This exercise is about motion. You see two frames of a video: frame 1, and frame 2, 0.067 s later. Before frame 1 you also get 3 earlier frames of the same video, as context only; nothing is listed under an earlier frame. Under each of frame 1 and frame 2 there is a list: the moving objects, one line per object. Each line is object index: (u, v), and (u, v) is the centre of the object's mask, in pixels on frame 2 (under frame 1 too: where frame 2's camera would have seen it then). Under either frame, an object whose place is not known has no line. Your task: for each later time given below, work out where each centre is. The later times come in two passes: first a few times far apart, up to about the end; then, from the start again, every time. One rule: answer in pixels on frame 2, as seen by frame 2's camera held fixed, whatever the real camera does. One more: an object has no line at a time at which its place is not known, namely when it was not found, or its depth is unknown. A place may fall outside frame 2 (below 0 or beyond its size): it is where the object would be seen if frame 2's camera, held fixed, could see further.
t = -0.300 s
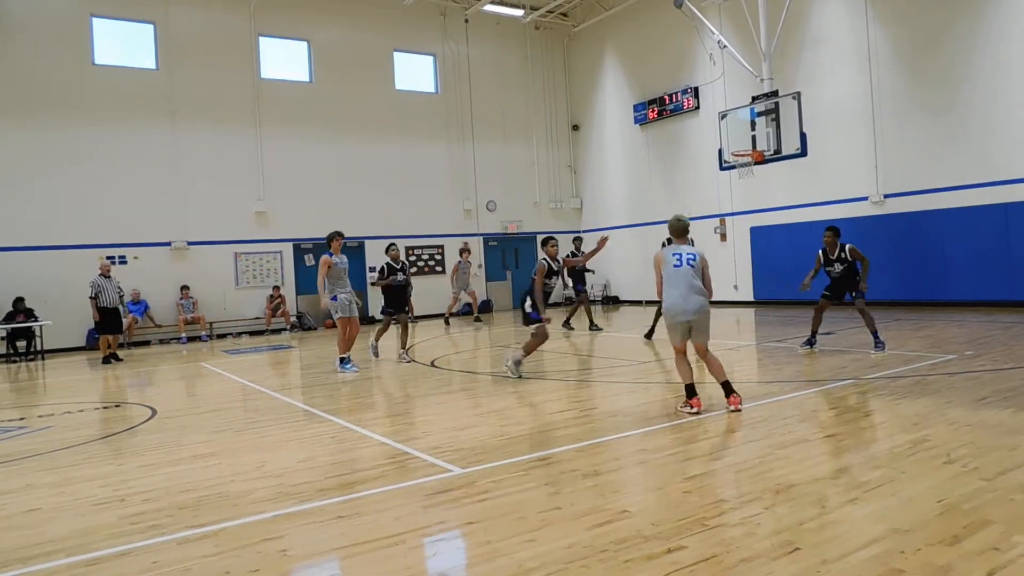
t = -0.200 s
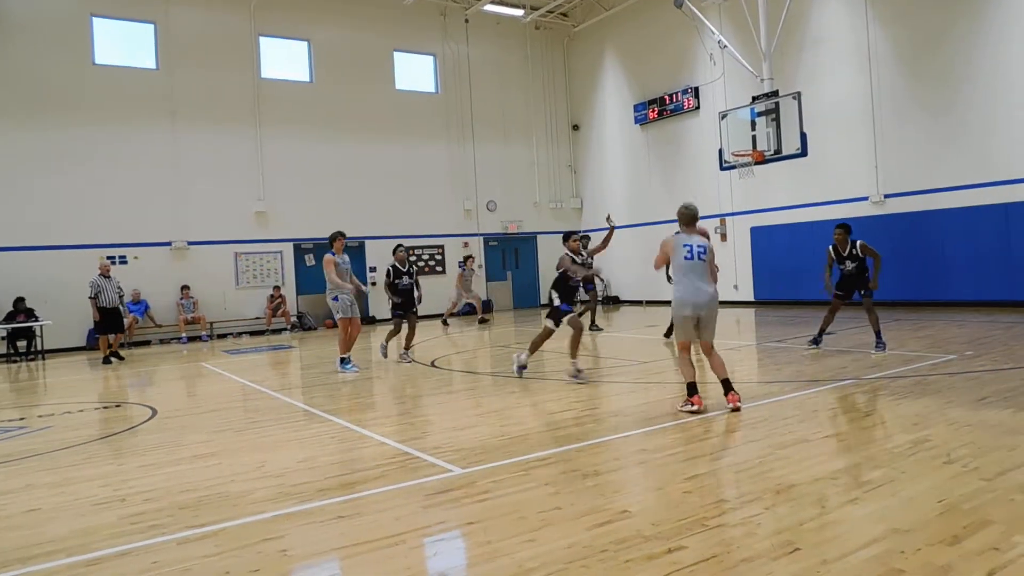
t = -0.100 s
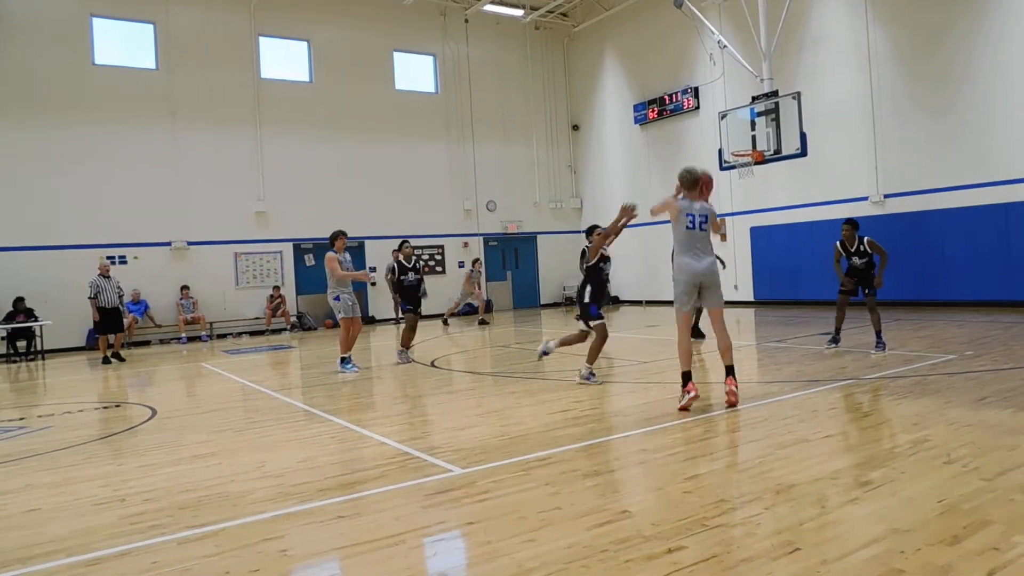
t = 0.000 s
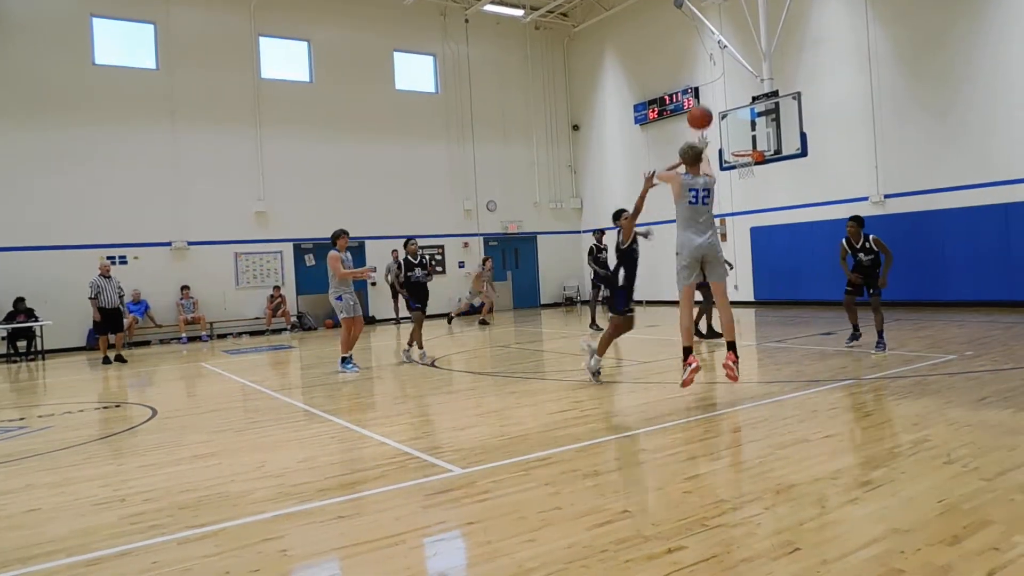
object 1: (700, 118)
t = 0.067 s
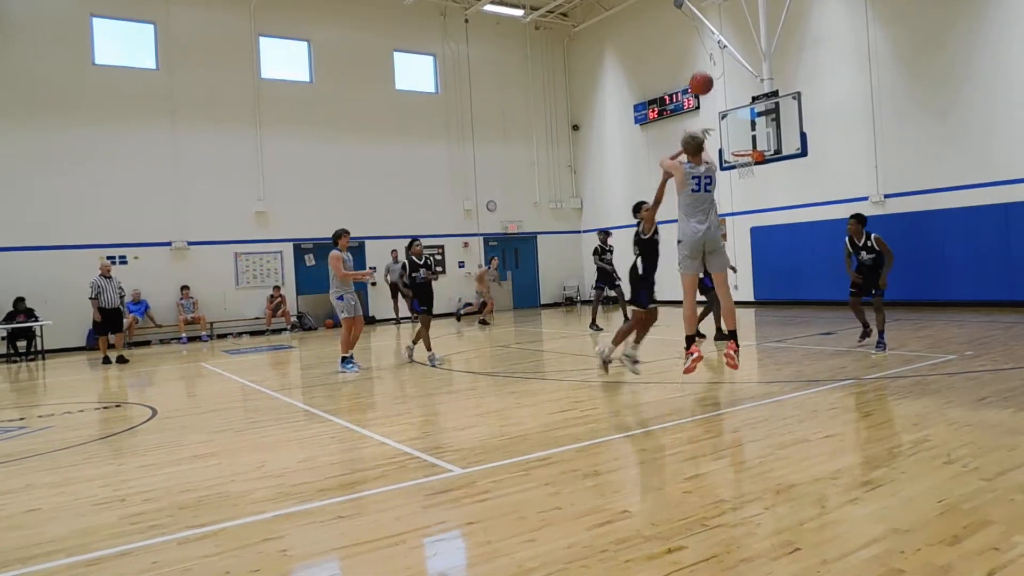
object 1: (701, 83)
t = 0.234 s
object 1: (704, 31)
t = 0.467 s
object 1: (710, 9)
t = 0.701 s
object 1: (717, 29)
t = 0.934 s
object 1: (724, 76)
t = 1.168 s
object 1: (731, 144)
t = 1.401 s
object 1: (719, 130)
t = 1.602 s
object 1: (695, 126)
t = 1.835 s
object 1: (669, 148)
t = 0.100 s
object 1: (702, 69)
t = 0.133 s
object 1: (702, 57)
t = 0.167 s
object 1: (703, 47)
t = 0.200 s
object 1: (703, 38)
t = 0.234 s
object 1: (704, 31)
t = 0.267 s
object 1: (705, 24)
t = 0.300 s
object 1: (706, 20)
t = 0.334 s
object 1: (707, 16)
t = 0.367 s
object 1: (707, 13)
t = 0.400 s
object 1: (708, 10)
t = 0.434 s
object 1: (709, 9)
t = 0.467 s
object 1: (710, 9)
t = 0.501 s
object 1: (711, 10)
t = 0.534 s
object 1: (712, 11)
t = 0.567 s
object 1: (713, 13)
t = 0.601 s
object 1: (714, 16)
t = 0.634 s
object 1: (715, 20)
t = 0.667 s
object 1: (716, 24)
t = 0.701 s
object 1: (717, 29)
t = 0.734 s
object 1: (718, 34)
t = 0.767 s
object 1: (719, 40)
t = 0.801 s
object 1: (720, 46)
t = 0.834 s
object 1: (721, 53)
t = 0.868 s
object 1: (722, 60)
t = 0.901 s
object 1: (723, 68)
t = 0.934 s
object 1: (724, 76)
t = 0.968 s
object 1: (725, 85)
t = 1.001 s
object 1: (726, 94)
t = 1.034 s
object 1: (727, 104)
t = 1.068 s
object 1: (728, 113)
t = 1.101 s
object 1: (728, 122)
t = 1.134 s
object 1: (731, 132)
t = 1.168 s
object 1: (731, 144)
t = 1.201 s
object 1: (731, 147)
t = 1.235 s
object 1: (728, 142)
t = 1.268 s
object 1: (727, 139)
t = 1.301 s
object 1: (725, 136)
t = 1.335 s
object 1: (724, 133)
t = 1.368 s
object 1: (722, 132)
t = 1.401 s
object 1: (719, 130)
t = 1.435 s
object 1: (715, 127)
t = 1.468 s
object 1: (711, 126)
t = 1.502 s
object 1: (707, 125)
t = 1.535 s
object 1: (703, 125)
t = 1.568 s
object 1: (699, 125)
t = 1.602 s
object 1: (695, 126)
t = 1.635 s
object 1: (691, 128)
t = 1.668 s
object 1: (687, 130)
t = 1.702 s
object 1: (684, 132)
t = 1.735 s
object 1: (680, 135)
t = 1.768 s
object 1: (677, 139)
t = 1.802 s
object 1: (673, 143)
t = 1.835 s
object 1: (669, 148)
